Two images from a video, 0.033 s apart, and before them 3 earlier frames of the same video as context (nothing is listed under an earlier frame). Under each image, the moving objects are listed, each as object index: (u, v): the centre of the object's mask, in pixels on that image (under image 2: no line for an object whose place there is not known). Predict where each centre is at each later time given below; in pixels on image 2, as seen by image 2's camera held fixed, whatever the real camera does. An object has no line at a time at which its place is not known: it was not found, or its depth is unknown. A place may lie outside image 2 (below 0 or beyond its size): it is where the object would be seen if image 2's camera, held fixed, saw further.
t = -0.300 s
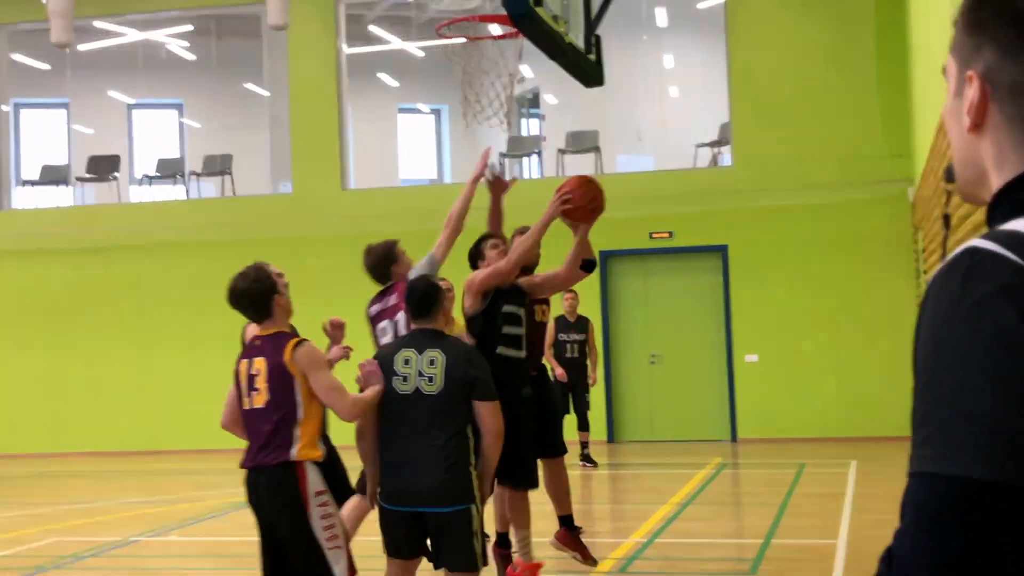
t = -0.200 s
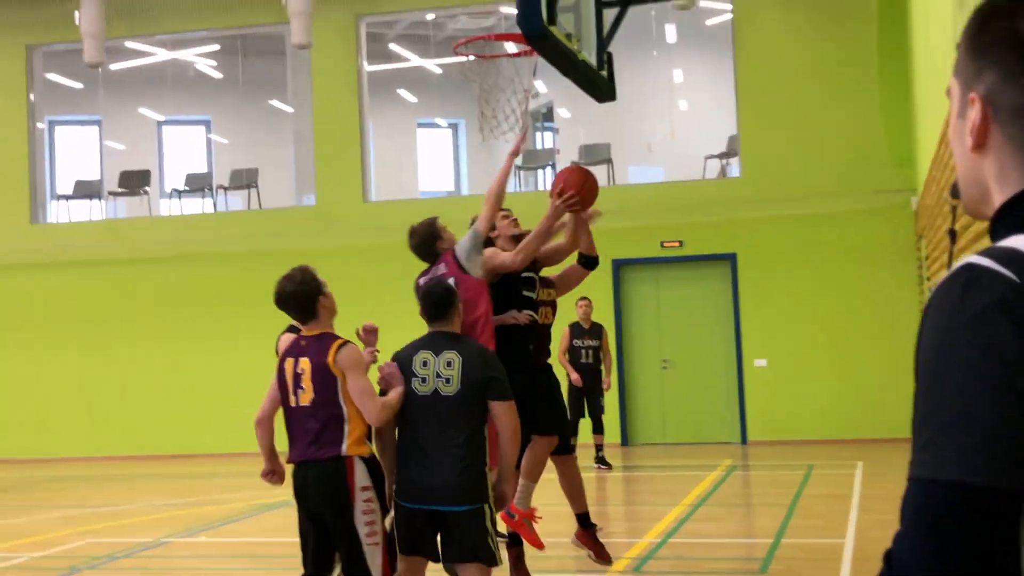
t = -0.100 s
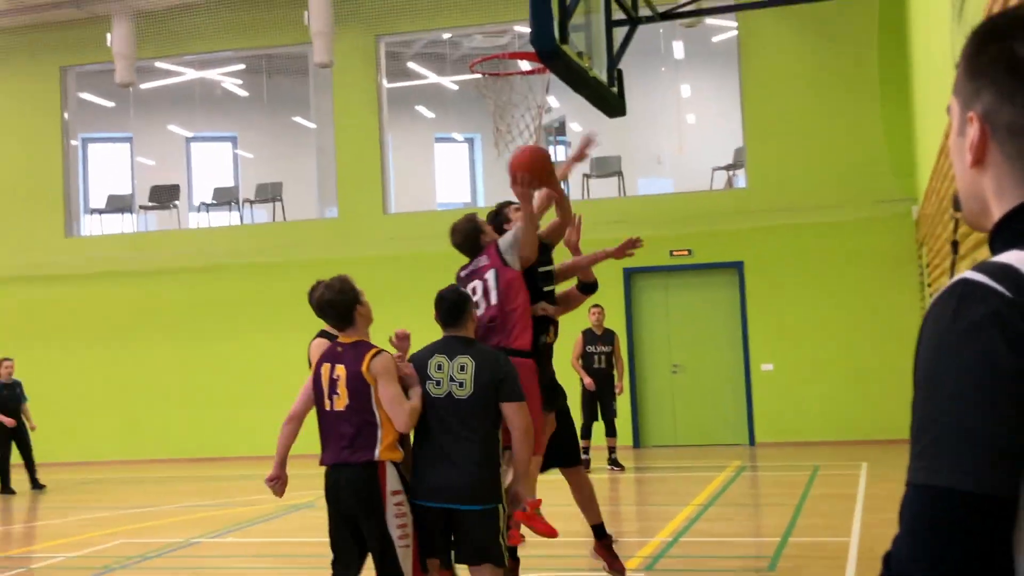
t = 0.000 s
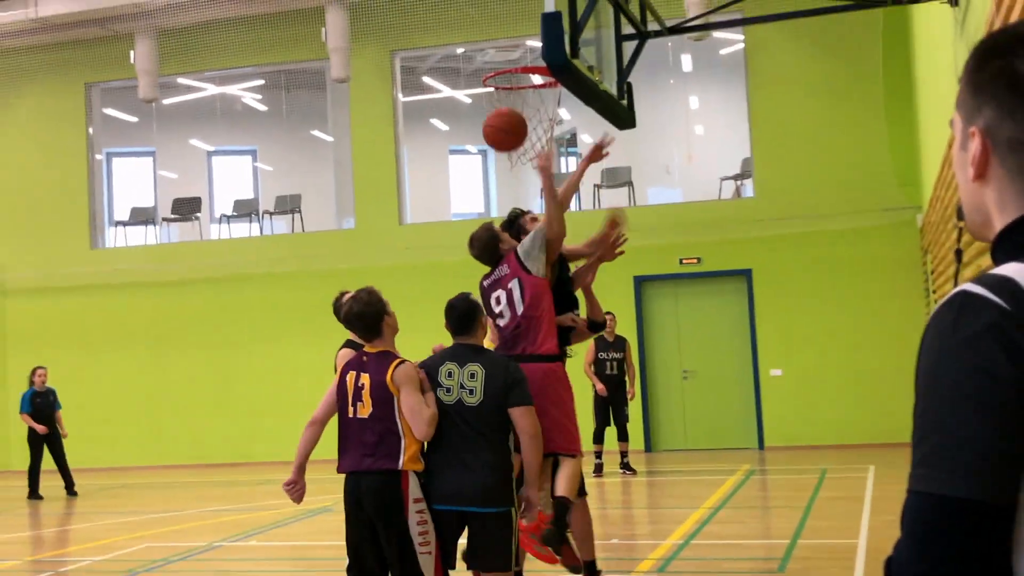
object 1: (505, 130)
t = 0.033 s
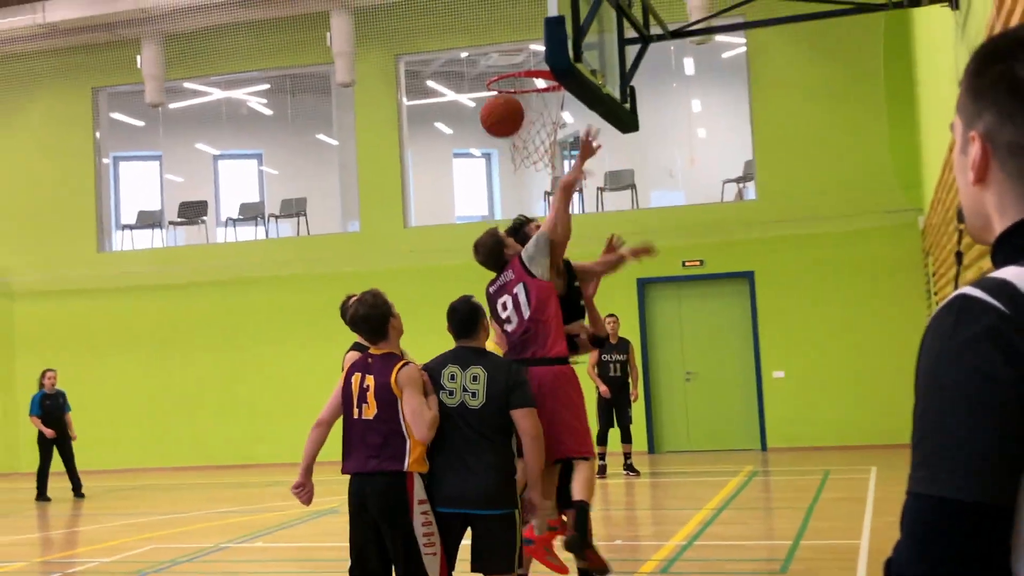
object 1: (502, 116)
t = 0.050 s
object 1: (499, 107)
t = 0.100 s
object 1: (479, 76)
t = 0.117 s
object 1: (475, 70)
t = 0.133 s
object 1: (472, 63)
